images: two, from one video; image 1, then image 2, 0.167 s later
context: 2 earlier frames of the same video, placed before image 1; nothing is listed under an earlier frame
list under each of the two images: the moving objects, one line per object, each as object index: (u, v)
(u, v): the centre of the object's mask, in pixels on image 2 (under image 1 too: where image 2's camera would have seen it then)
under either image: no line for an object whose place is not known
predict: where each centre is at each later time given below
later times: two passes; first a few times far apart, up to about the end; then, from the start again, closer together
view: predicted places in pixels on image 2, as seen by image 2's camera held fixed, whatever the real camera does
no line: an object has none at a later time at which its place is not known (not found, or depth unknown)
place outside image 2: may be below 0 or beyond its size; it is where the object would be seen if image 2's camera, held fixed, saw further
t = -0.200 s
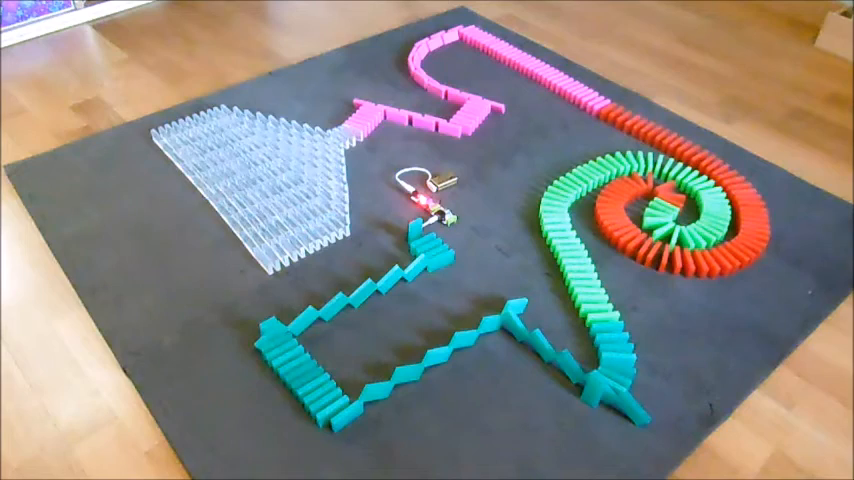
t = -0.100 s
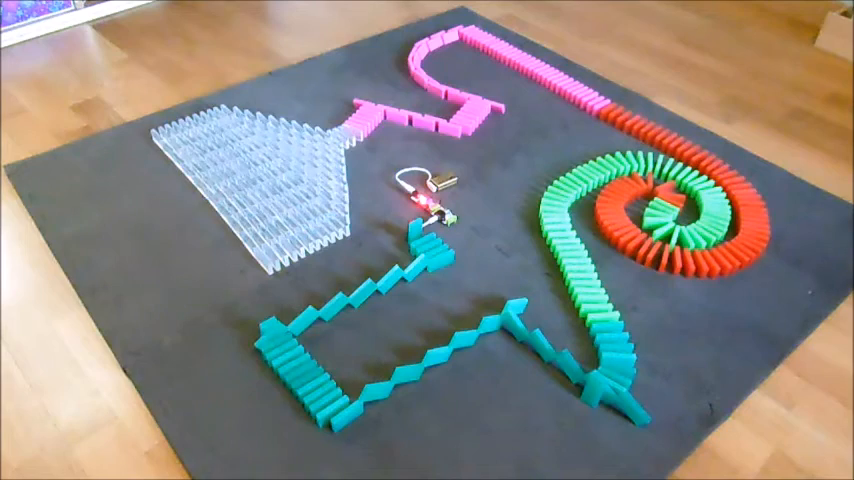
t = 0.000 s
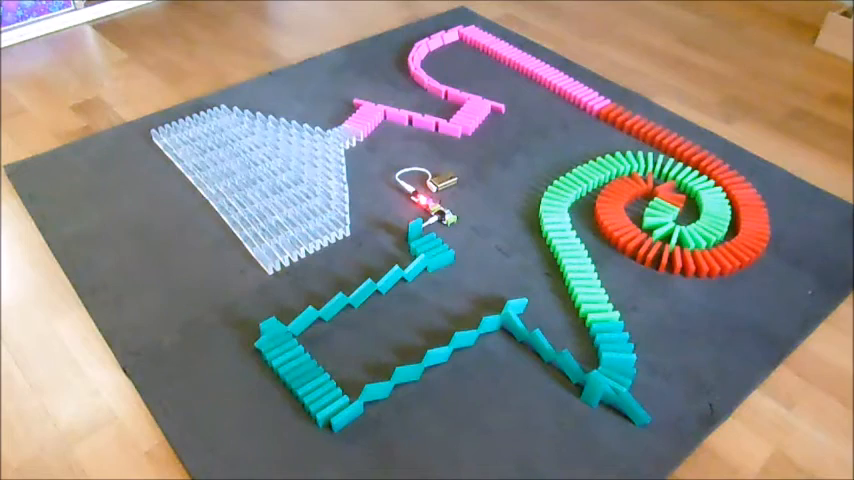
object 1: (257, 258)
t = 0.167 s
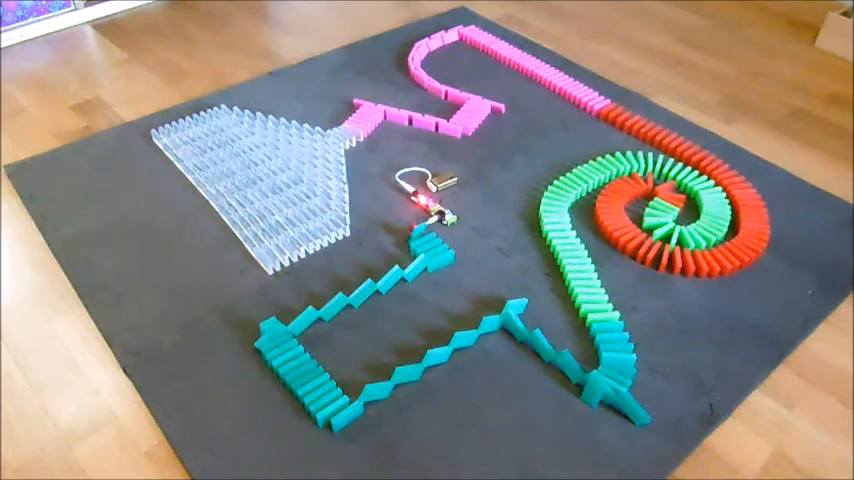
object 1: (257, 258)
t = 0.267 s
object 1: (257, 258)
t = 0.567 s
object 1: (257, 258)
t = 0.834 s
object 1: (257, 259)
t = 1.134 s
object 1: (257, 257)
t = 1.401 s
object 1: (255, 256)
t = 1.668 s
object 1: (257, 257)
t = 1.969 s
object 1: (257, 257)
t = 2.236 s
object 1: (255, 256)
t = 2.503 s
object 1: (256, 257)
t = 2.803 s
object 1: (257, 258)
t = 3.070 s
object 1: (258, 260)
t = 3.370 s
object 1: (255, 256)
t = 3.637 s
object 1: (254, 256)
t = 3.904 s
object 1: (255, 256)
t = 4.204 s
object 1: (257, 257)
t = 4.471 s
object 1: (255, 256)
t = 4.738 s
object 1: (257, 257)
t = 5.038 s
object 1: (254, 256)
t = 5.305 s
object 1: (257, 257)
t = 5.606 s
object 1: (257, 257)
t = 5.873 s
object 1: (255, 256)
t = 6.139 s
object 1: (257, 257)
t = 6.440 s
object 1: (257, 257)
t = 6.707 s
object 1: (257, 258)
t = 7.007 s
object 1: (258, 259)
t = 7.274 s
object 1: (258, 260)
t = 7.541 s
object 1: (257, 257)
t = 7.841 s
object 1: (257, 257)
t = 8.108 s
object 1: (257, 258)
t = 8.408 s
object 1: (257, 258)
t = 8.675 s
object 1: (257, 257)
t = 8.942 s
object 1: (253, 270)
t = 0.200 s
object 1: (257, 258)
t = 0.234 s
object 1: (257, 258)
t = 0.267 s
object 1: (257, 258)
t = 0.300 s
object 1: (257, 258)
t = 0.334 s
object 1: (257, 258)
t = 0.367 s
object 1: (258, 259)
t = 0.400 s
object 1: (257, 258)
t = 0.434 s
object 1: (257, 258)
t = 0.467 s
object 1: (257, 258)
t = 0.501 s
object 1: (257, 258)
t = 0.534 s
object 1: (257, 258)
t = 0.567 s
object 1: (257, 258)
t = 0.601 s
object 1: (257, 258)
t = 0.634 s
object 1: (257, 258)
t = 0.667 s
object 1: (257, 258)
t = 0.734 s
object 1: (257, 258)
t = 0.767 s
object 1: (257, 259)
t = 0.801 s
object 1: (257, 258)
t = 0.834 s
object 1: (257, 259)
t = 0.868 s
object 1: (257, 258)
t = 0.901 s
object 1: (257, 258)
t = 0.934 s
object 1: (257, 258)
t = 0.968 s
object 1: (257, 258)
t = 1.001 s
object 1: (257, 257)
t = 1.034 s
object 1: (257, 257)
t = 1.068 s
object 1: (257, 257)
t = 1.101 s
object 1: (257, 257)
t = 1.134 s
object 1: (257, 257)
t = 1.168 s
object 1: (257, 257)
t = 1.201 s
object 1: (257, 257)
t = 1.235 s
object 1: (255, 256)
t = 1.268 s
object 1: (257, 257)
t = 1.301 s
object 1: (256, 257)
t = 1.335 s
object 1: (257, 257)
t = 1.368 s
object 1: (256, 257)
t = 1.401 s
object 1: (255, 256)
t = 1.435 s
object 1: (257, 257)
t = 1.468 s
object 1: (257, 257)
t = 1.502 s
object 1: (255, 256)
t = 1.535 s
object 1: (257, 257)
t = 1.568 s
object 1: (257, 257)
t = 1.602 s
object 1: (255, 256)
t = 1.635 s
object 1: (257, 257)
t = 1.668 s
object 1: (257, 257)
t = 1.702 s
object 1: (255, 256)
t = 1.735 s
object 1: (257, 257)
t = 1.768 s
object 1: (257, 257)
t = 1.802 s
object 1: (254, 256)
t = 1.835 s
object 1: (255, 256)
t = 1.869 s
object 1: (257, 257)
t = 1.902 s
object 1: (257, 257)
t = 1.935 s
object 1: (257, 257)
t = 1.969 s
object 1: (257, 257)
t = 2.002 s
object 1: (257, 257)
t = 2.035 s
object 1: (257, 257)
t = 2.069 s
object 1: (257, 257)
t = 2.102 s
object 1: (255, 256)
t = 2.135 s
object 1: (255, 256)
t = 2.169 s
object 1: (255, 256)
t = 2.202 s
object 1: (255, 256)
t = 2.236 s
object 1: (255, 256)
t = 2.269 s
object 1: (255, 256)
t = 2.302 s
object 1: (254, 256)
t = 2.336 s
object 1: (254, 256)
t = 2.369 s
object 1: (256, 257)
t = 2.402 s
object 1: (254, 256)
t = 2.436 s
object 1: (256, 257)
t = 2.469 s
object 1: (256, 257)
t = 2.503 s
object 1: (256, 257)
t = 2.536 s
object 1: (257, 257)
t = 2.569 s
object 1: (257, 258)
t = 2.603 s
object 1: (257, 258)
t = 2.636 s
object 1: (257, 258)
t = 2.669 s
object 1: (257, 258)
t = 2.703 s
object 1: (257, 258)
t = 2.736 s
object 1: (257, 258)
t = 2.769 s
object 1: (257, 258)
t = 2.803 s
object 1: (257, 258)
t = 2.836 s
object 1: (257, 258)
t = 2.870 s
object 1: (257, 258)
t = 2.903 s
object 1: (258, 260)
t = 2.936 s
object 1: (257, 258)
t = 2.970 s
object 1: (257, 258)
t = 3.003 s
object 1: (258, 260)
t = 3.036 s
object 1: (258, 260)
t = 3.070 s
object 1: (258, 260)
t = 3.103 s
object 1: (258, 260)
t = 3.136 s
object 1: (258, 260)
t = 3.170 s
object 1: (258, 260)
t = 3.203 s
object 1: (258, 260)
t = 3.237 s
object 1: (258, 260)
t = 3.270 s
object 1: (255, 257)
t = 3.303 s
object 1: (255, 257)
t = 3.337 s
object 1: (257, 258)
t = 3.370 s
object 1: (255, 256)
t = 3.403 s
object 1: (255, 256)
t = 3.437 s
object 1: (255, 257)
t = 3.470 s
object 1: (255, 257)
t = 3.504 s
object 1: (255, 256)
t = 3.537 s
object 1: (255, 256)
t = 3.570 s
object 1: (255, 256)
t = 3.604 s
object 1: (254, 256)
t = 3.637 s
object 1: (254, 256)
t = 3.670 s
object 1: (254, 256)
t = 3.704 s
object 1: (254, 256)
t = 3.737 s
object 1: (254, 256)
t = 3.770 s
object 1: (254, 256)
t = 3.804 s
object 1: (256, 257)
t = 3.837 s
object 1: (255, 256)
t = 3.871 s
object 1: (255, 256)
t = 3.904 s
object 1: (255, 256)
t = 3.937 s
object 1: (257, 257)
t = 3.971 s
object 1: (255, 256)
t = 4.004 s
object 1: (255, 256)
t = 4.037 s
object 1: (257, 257)
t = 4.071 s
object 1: (255, 256)
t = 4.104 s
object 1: (255, 256)
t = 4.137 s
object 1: (255, 256)
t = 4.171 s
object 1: (255, 256)
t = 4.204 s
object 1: (257, 257)
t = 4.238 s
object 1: (255, 256)
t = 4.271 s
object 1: (255, 256)
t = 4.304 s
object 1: (255, 256)
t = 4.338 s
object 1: (255, 256)
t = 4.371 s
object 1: (255, 256)
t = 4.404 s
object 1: (255, 256)
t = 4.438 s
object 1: (255, 256)
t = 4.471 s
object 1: (255, 256)
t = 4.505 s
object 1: (255, 256)
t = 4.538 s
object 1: (255, 256)
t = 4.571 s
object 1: (255, 256)
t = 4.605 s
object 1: (255, 256)
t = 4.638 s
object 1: (256, 257)
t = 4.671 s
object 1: (255, 256)
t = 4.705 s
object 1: (255, 256)
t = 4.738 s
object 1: (257, 257)
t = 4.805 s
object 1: (257, 257)
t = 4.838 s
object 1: (255, 256)
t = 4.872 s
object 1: (255, 256)
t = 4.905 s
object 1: (255, 256)
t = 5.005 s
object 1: (255, 256)
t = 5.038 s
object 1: (254, 256)
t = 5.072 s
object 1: (254, 256)
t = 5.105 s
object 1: (256, 257)
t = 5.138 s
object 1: (254, 256)
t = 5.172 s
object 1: (254, 256)
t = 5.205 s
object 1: (254, 256)
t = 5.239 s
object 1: (257, 257)
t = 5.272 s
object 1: (257, 257)
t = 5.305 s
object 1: (257, 257)
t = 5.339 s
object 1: (257, 257)
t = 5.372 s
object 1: (255, 256)
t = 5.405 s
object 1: (255, 256)
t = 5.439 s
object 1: (257, 257)
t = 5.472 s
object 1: (255, 256)
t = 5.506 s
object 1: (257, 257)
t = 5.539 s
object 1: (257, 257)
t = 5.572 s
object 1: (257, 258)
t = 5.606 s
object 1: (257, 257)
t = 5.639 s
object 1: (255, 256)
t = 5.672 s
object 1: (257, 257)
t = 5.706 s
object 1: (255, 256)
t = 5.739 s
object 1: (255, 256)
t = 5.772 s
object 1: (255, 256)
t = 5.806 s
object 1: (257, 258)
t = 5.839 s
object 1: (255, 256)
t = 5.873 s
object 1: (255, 256)
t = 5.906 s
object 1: (257, 257)
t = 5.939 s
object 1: (255, 256)
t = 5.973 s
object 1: (255, 256)
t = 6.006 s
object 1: (255, 256)
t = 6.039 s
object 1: (256, 257)
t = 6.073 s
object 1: (257, 259)
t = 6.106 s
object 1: (255, 257)
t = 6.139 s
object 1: (257, 257)
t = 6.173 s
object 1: (255, 256)
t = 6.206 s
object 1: (257, 257)
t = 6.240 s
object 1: (257, 257)
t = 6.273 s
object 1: (257, 257)
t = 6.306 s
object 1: (255, 256)
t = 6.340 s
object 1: (257, 257)
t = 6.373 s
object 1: (255, 256)
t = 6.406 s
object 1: (255, 256)
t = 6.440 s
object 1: (257, 257)
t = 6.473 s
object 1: (257, 257)
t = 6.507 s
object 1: (257, 257)
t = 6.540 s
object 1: (257, 257)
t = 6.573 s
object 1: (255, 256)
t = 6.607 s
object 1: (257, 258)
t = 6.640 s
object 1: (257, 258)
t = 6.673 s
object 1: (257, 259)
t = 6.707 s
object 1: (257, 258)
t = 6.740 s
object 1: (257, 258)
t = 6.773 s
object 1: (257, 258)
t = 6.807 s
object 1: (258, 259)
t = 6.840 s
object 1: (257, 258)
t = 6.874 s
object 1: (257, 258)
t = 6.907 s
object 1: (257, 258)
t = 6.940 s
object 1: (258, 259)
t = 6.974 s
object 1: (258, 259)
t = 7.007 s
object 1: (258, 259)
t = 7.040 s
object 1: (258, 260)
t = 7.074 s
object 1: (258, 260)
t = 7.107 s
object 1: (258, 260)
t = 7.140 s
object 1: (258, 260)
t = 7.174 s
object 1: (258, 260)
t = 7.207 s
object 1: (258, 260)
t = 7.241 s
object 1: (258, 260)
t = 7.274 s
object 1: (258, 260)
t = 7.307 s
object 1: (258, 259)
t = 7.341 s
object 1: (258, 260)
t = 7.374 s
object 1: (258, 260)
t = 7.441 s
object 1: (257, 258)
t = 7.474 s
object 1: (257, 258)
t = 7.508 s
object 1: (257, 257)
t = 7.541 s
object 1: (257, 257)
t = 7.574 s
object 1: (257, 257)
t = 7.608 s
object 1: (257, 257)
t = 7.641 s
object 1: (257, 257)
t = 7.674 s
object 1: (257, 257)
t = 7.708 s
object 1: (257, 257)
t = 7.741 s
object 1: (257, 257)
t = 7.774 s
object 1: (257, 257)
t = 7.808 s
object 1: (257, 257)
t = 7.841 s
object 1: (257, 257)
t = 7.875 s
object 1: (257, 257)
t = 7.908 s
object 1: (257, 257)
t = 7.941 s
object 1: (257, 257)
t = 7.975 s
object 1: (257, 257)
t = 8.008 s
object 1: (257, 257)
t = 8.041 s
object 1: (257, 258)
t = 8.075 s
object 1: (257, 257)
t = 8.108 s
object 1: (257, 258)
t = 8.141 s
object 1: (257, 257)
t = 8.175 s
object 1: (257, 257)
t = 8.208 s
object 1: (257, 257)
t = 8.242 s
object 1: (257, 258)
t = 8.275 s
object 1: (257, 258)
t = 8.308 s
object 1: (257, 258)
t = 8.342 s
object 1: (257, 258)
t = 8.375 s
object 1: (257, 258)
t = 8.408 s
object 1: (257, 258)
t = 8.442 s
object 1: (257, 258)
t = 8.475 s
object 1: (257, 258)
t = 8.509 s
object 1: (257, 258)
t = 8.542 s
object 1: (258, 259)
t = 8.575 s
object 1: (257, 258)
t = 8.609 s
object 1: (257, 258)
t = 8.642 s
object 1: (257, 258)
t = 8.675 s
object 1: (257, 257)
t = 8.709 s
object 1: (257, 258)
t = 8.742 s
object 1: (255, 257)
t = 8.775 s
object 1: (255, 263)
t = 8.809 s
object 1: (249, 268)
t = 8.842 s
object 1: (253, 270)
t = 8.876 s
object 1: (253, 269)
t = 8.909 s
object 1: (253, 269)
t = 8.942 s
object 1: (253, 270)
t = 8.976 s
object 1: (253, 270)
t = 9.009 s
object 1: (253, 270)
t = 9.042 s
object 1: (253, 270)
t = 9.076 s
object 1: (253, 270)
